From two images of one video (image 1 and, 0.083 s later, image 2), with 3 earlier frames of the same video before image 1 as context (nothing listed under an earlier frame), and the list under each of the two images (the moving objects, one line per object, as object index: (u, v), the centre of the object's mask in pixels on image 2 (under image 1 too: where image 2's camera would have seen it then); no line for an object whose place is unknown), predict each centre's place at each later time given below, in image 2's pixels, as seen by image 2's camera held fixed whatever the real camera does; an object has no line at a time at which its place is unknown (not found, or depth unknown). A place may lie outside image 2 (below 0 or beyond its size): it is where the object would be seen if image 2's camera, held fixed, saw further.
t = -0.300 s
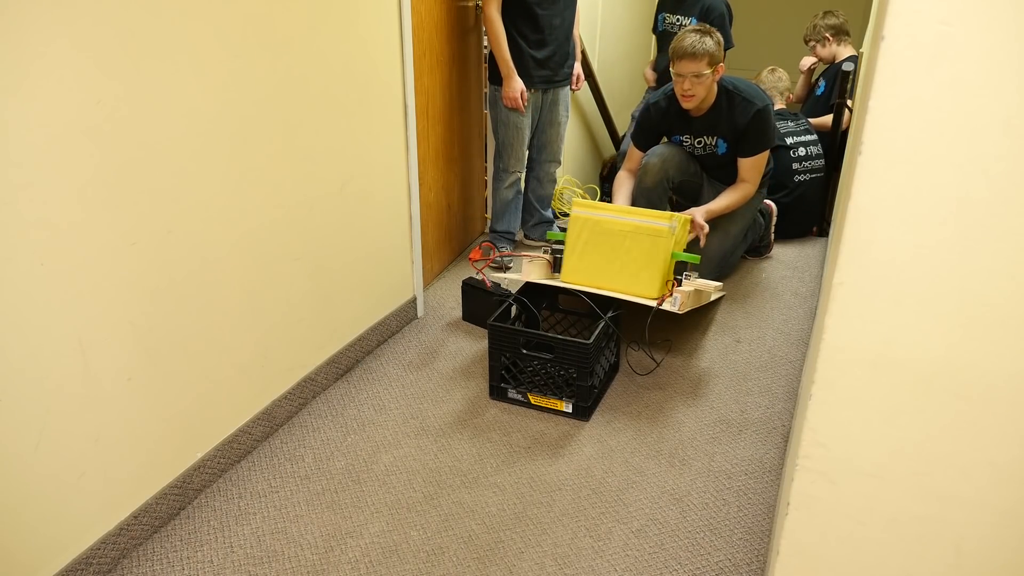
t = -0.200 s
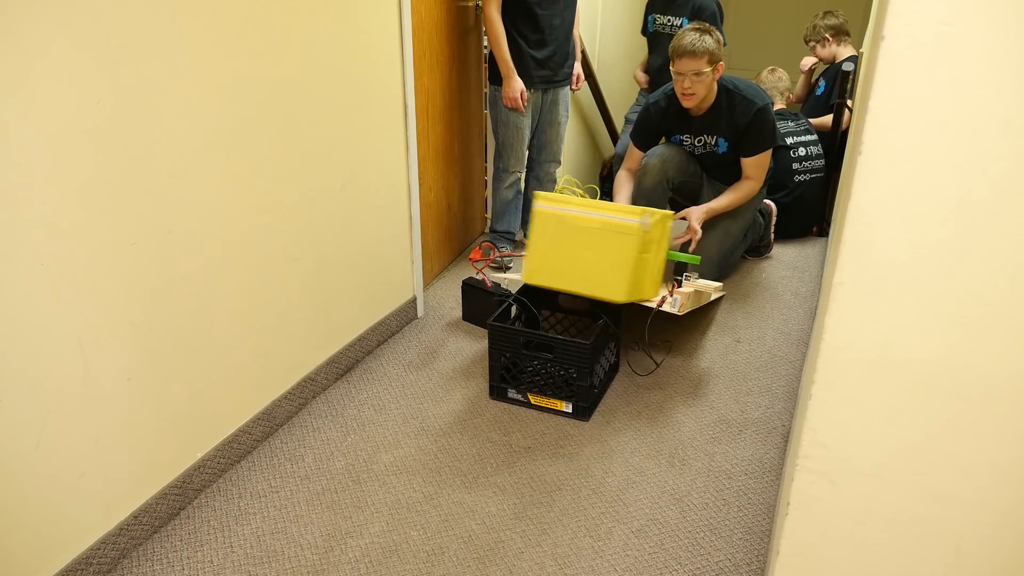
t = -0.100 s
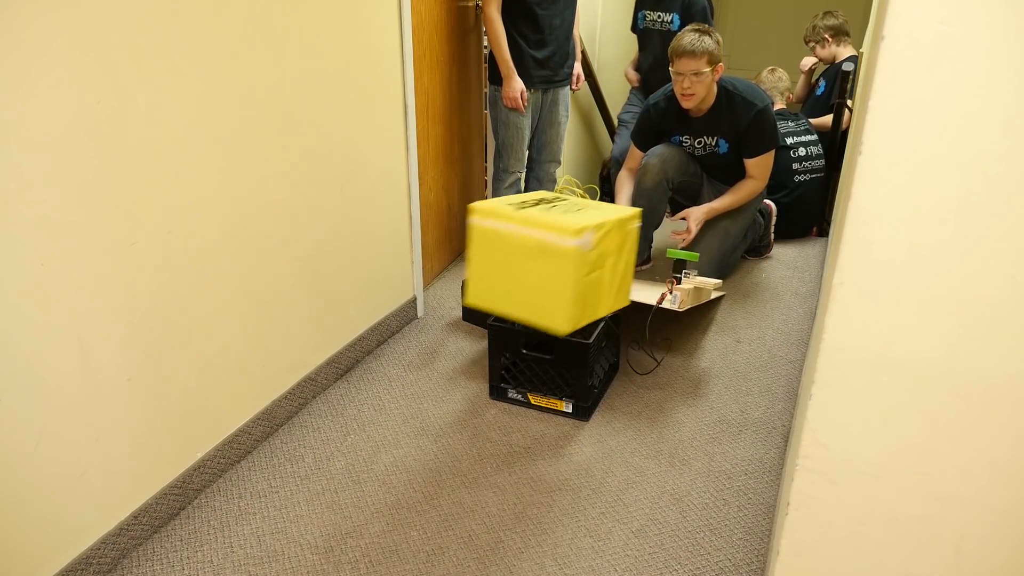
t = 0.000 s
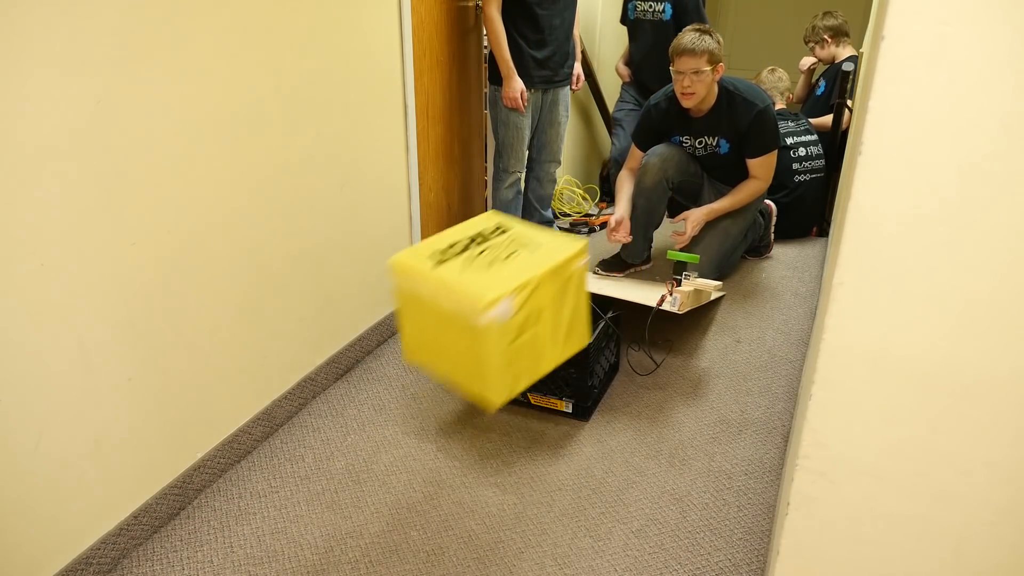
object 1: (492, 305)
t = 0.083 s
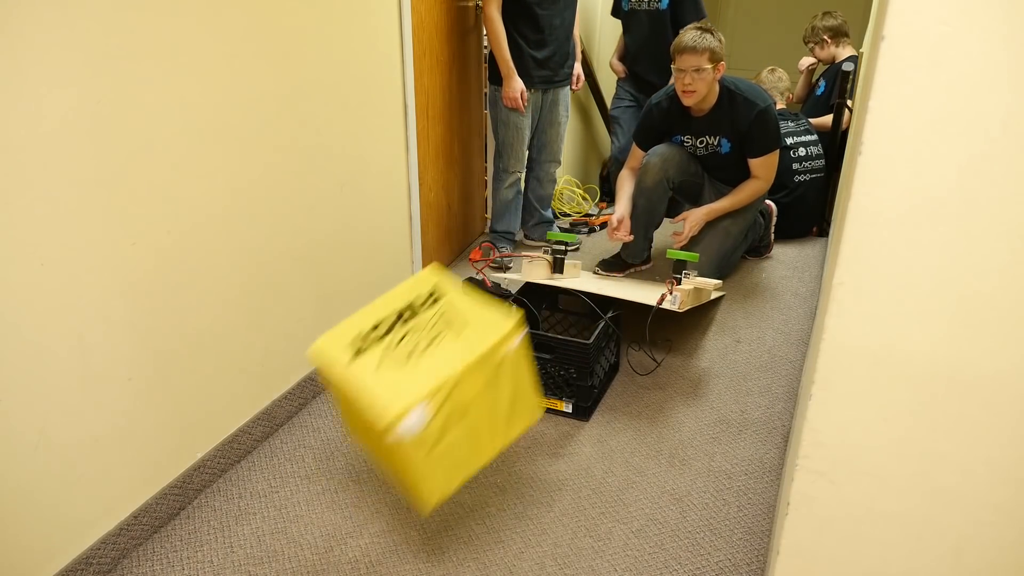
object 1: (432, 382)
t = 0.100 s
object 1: (418, 403)
